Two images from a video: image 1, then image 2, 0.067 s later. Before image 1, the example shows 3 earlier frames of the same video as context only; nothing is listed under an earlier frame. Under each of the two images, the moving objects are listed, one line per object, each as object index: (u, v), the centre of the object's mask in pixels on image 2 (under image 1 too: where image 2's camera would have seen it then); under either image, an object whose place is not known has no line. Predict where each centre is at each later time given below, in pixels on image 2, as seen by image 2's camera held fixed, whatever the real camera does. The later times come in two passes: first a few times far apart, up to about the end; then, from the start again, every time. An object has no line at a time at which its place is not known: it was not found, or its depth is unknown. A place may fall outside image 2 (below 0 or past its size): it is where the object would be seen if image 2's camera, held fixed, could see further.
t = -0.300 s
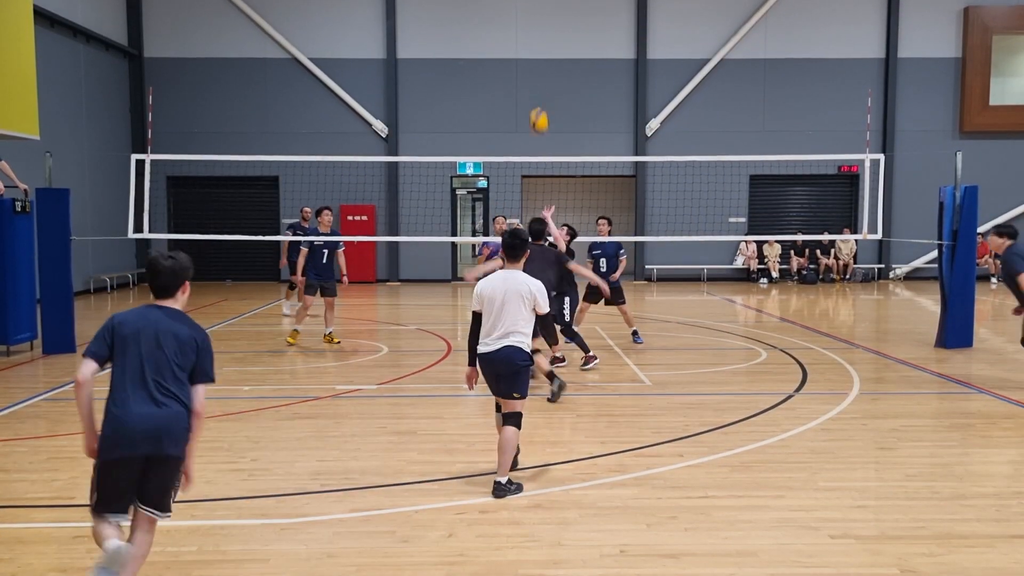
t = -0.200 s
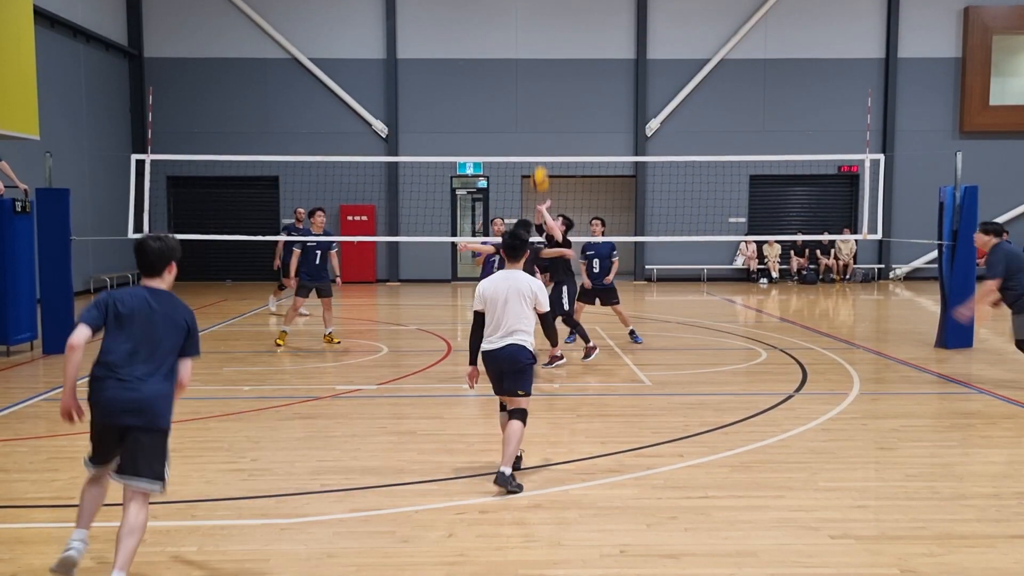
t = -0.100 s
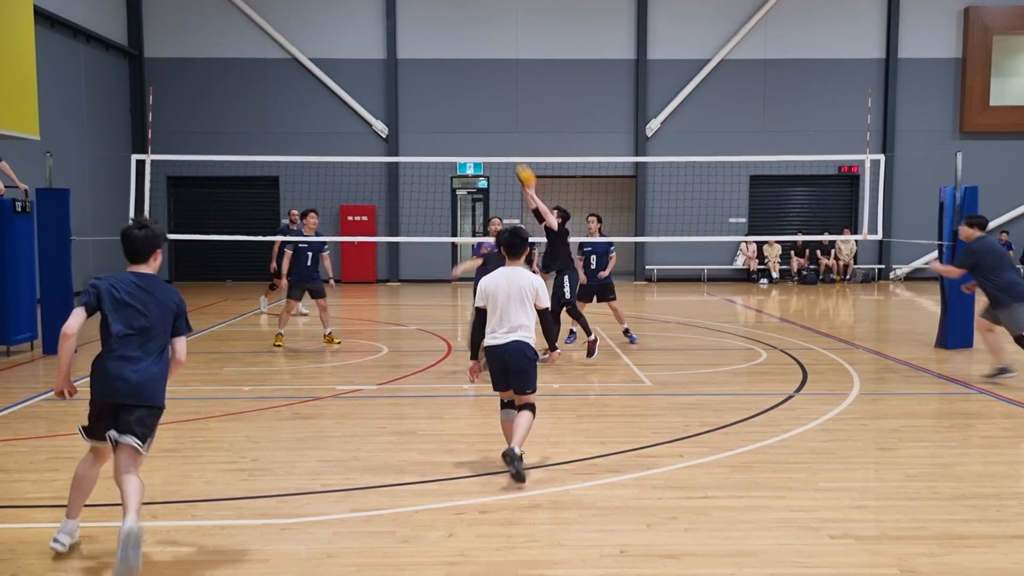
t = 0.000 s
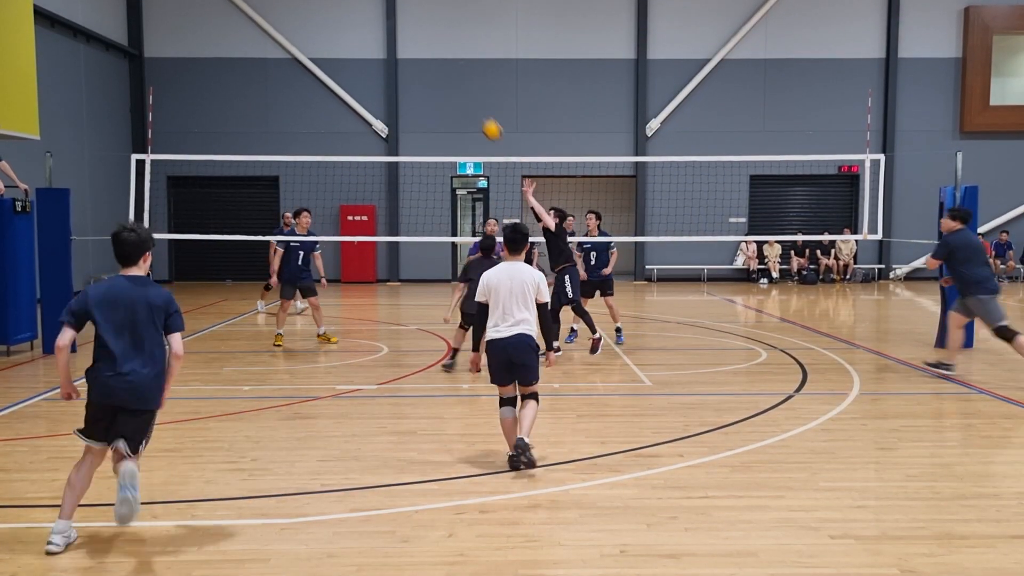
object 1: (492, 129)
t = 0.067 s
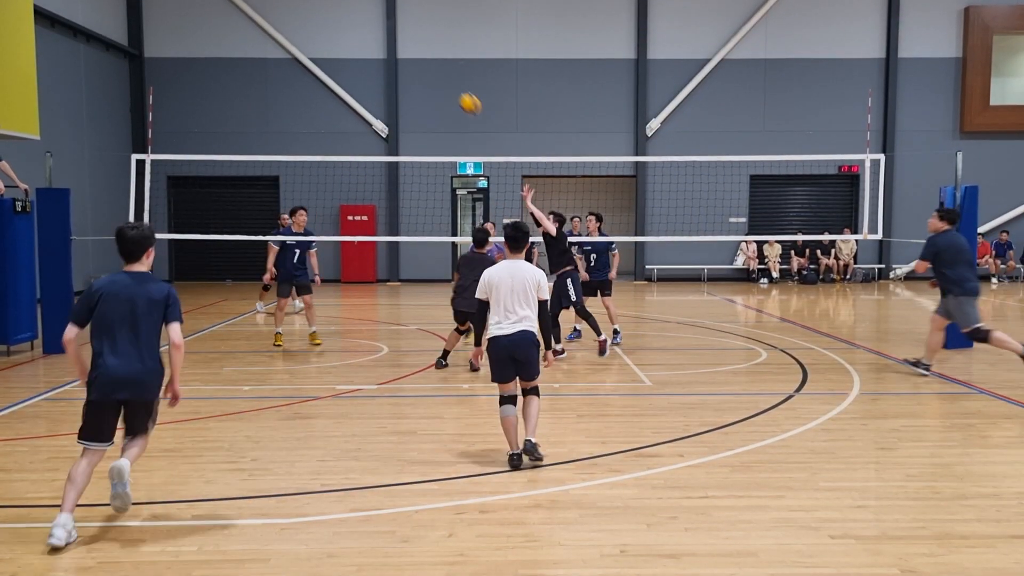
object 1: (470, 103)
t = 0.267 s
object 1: (403, 49)
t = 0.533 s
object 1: (318, 34)
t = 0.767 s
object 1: (249, 72)
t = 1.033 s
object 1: (175, 173)
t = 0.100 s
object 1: (459, 92)
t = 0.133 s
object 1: (447, 81)
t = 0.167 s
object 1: (436, 71)
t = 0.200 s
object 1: (425, 63)
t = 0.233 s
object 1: (415, 56)
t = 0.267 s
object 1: (403, 49)
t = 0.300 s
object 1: (393, 44)
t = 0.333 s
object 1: (382, 40)
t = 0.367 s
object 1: (371, 36)
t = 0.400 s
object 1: (361, 33)
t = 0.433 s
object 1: (350, 33)
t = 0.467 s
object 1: (339, 32)
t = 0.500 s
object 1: (329, 32)
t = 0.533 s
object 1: (318, 34)
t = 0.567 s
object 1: (308, 37)
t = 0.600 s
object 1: (298, 40)
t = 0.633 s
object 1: (288, 44)
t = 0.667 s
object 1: (277, 51)
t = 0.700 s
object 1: (268, 57)
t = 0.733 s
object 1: (258, 64)
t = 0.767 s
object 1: (249, 72)
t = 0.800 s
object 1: (239, 82)
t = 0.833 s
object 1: (229, 92)
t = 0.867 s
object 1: (220, 103)
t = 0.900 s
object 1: (211, 115)
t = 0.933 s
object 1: (202, 128)
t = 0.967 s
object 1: (193, 142)
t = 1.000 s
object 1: (184, 157)
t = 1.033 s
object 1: (175, 173)
